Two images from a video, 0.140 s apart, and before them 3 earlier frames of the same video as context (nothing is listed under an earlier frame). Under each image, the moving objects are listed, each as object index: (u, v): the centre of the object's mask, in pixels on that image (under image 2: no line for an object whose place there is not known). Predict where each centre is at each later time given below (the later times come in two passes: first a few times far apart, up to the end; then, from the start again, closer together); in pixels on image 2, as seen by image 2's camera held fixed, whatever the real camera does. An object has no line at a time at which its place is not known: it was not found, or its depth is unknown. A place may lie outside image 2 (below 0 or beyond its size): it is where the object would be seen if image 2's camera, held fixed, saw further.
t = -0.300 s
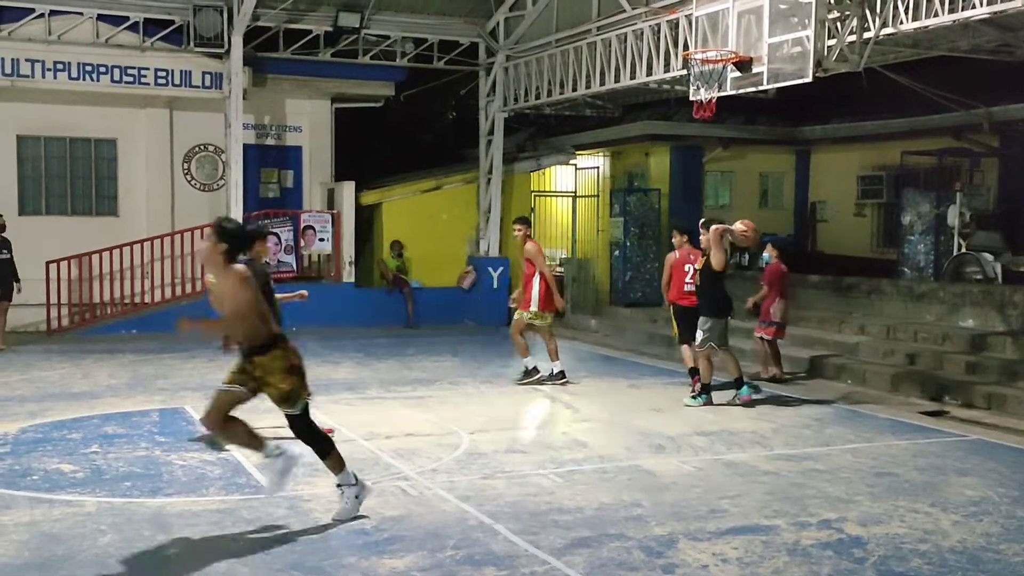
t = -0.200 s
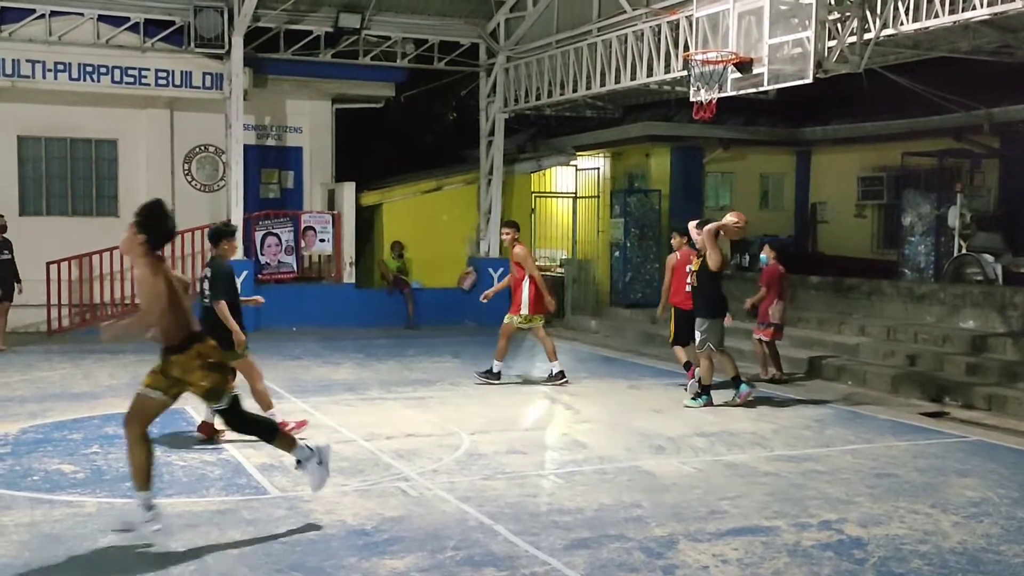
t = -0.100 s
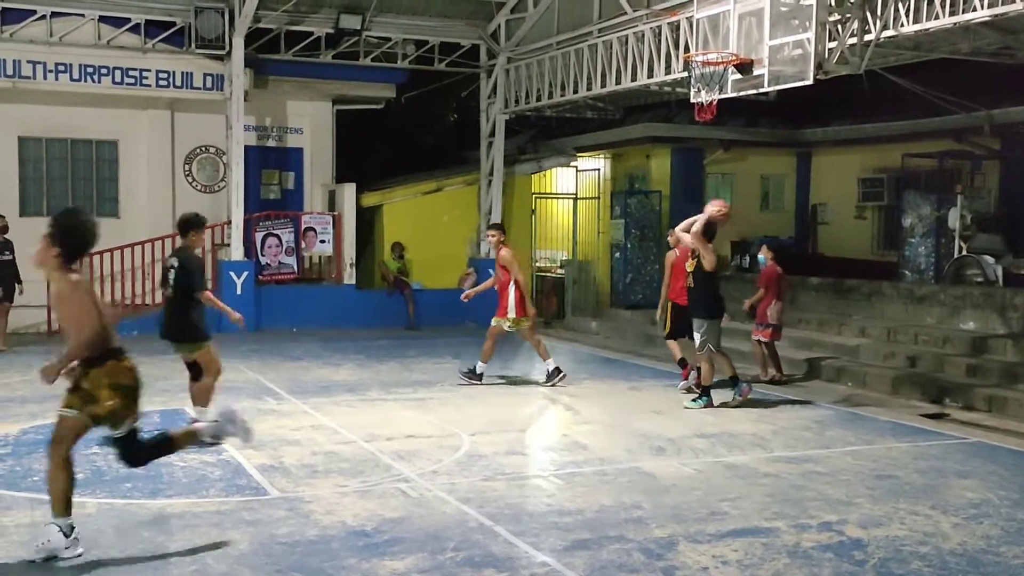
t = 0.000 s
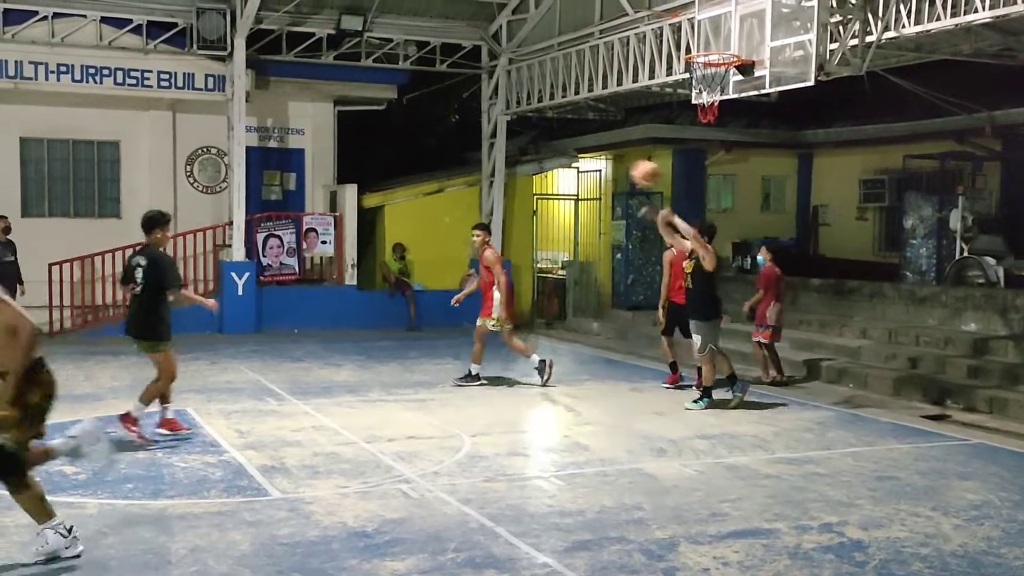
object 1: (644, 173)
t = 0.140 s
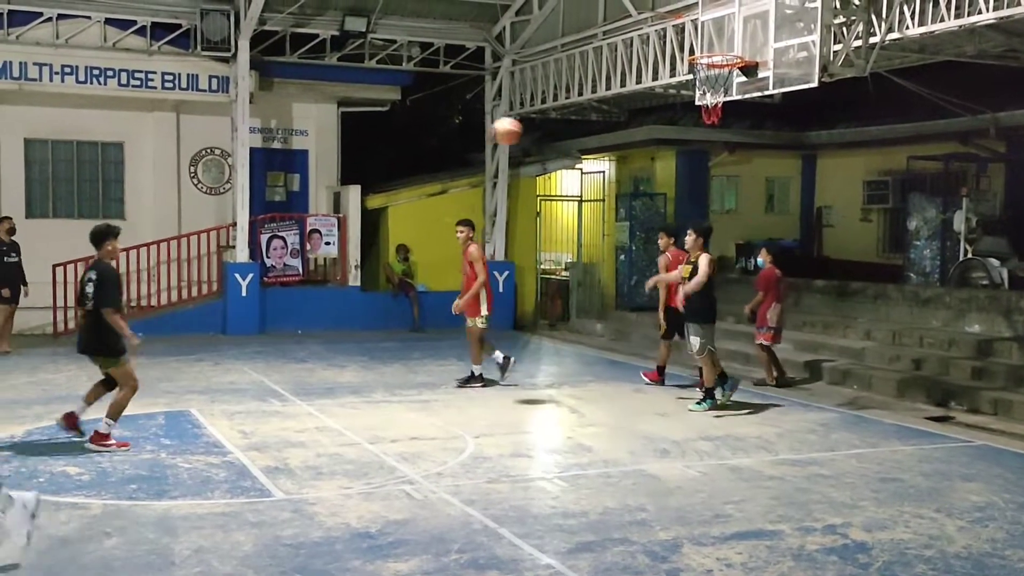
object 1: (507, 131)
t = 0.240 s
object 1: (403, 113)
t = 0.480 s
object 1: (144, 115)
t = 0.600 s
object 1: (7, 141)
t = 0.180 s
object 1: (465, 123)
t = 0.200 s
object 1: (444, 119)
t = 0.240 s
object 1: (403, 113)
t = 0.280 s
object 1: (360, 109)
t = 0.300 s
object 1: (340, 107)
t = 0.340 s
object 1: (296, 105)
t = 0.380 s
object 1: (255, 105)
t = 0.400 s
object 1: (233, 105)
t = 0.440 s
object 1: (189, 110)
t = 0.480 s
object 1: (144, 115)
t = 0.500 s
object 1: (121, 117)
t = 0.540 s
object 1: (76, 127)
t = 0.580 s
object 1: (30, 135)
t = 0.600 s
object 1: (7, 141)
